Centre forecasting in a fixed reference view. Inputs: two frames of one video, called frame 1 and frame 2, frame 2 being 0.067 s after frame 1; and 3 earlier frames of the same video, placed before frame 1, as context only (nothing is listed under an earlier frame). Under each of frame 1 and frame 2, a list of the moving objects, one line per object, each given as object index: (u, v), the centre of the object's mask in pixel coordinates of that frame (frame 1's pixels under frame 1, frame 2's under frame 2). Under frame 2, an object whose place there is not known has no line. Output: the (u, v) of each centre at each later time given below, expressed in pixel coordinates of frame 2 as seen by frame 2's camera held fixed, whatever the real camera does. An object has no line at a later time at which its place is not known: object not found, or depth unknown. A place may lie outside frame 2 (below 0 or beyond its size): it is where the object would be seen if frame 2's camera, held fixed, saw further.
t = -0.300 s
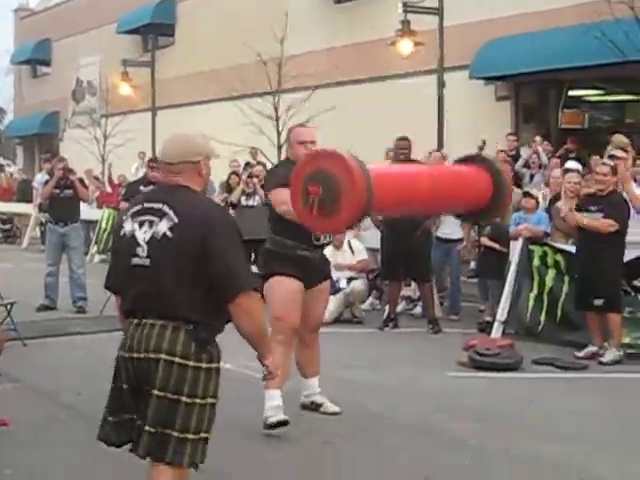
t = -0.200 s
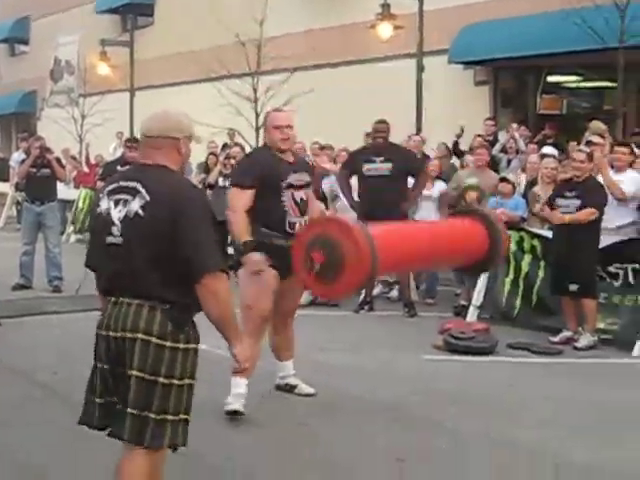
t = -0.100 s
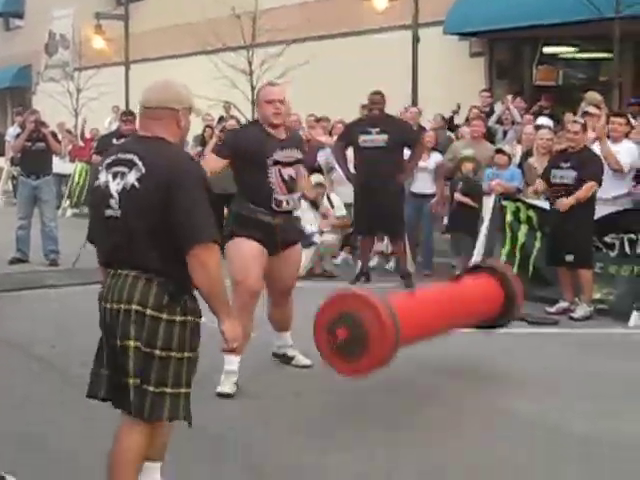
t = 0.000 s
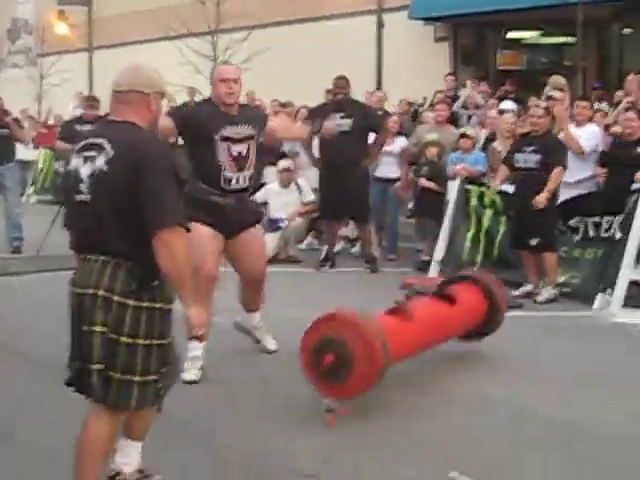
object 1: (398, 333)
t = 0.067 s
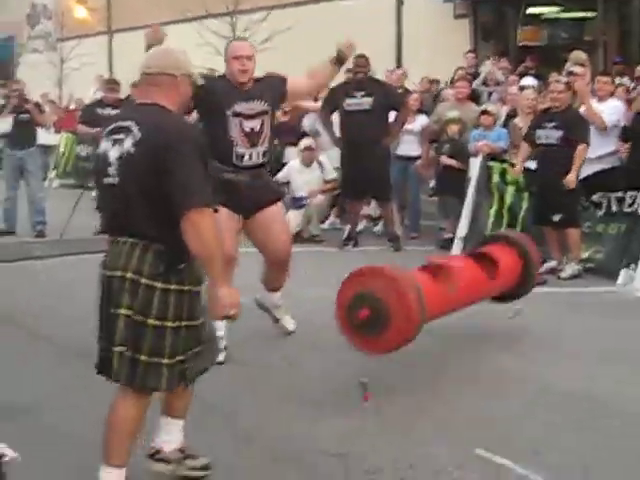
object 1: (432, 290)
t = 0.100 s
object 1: (437, 285)
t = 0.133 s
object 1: (442, 280)
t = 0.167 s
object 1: (448, 277)
